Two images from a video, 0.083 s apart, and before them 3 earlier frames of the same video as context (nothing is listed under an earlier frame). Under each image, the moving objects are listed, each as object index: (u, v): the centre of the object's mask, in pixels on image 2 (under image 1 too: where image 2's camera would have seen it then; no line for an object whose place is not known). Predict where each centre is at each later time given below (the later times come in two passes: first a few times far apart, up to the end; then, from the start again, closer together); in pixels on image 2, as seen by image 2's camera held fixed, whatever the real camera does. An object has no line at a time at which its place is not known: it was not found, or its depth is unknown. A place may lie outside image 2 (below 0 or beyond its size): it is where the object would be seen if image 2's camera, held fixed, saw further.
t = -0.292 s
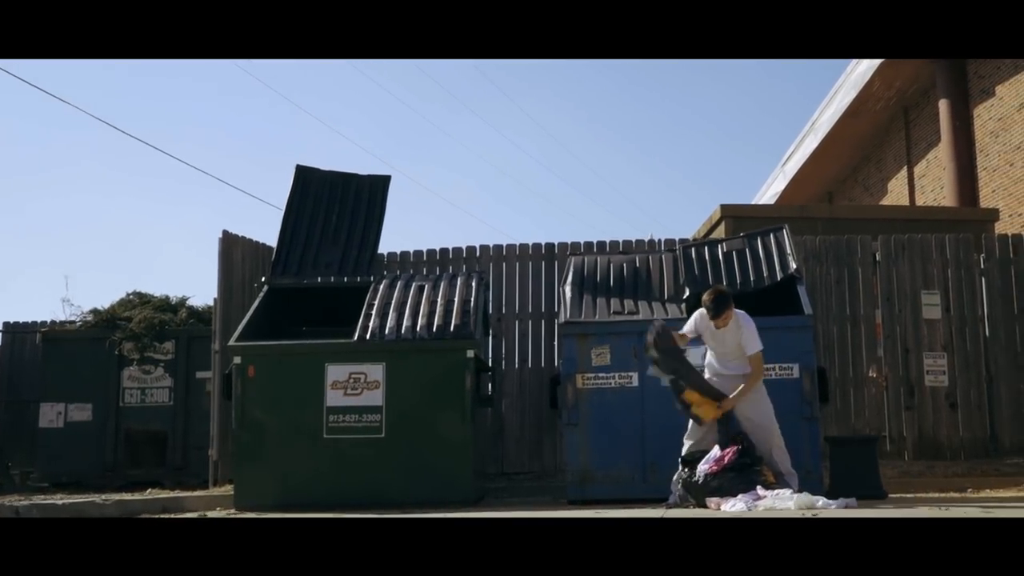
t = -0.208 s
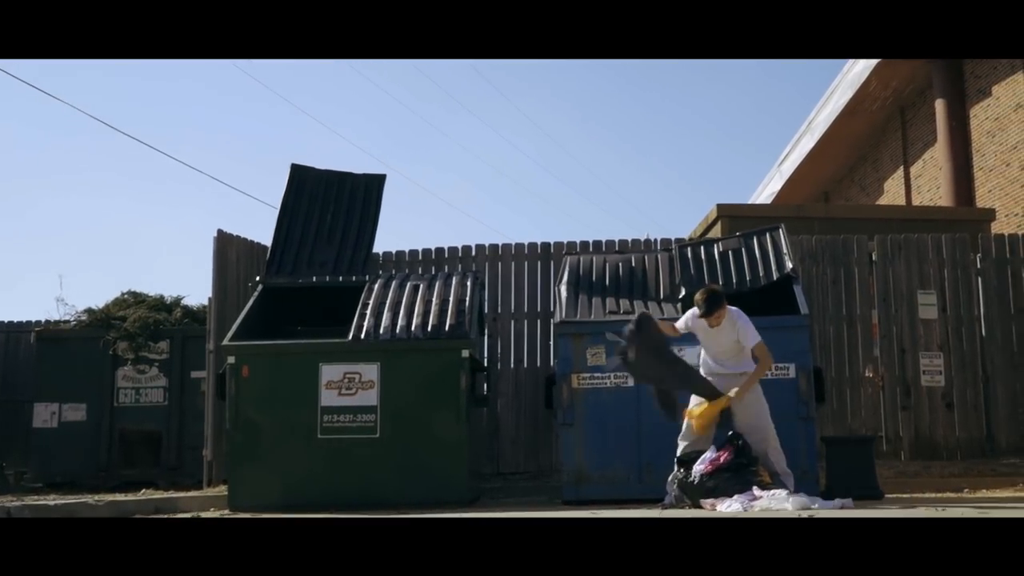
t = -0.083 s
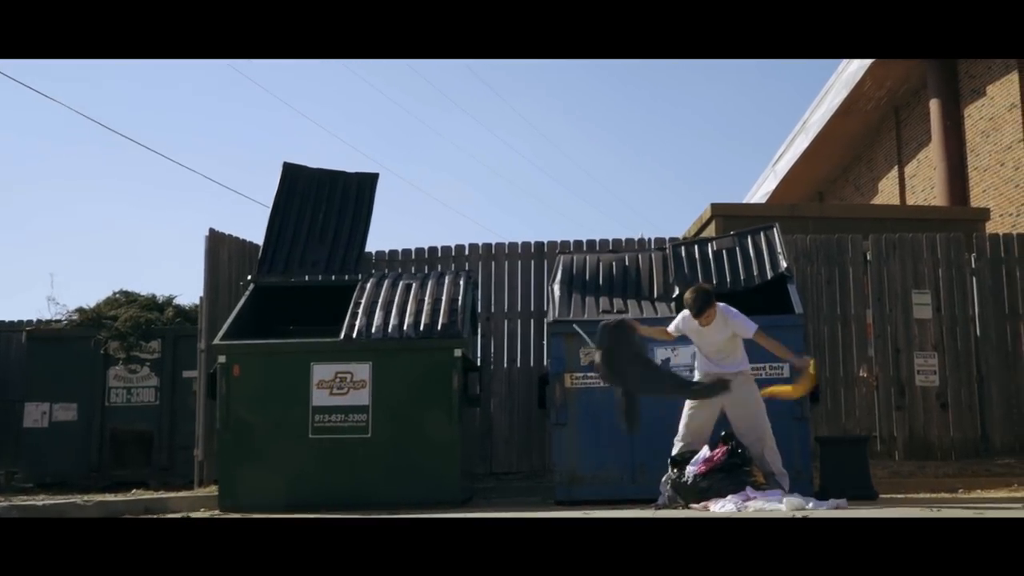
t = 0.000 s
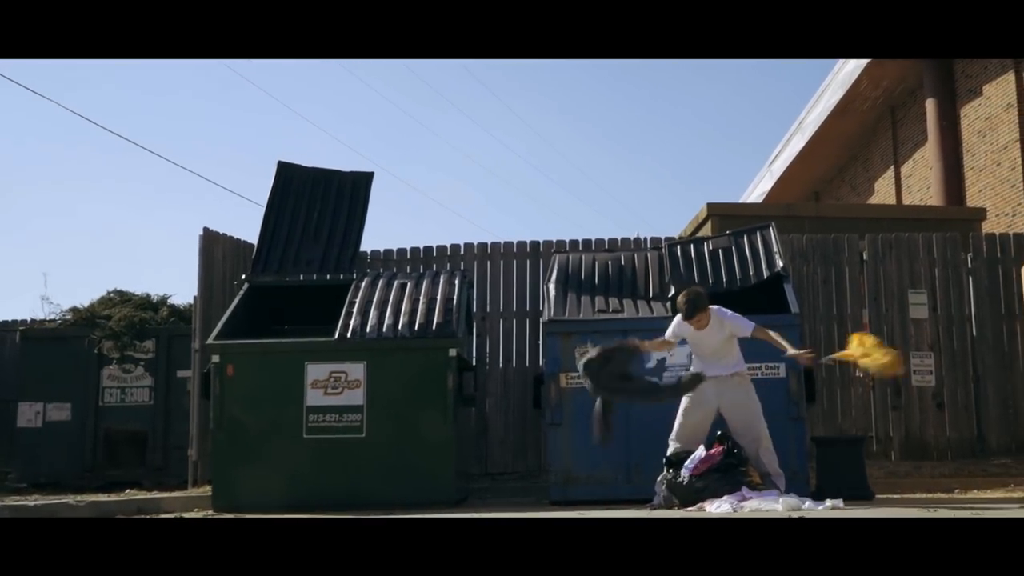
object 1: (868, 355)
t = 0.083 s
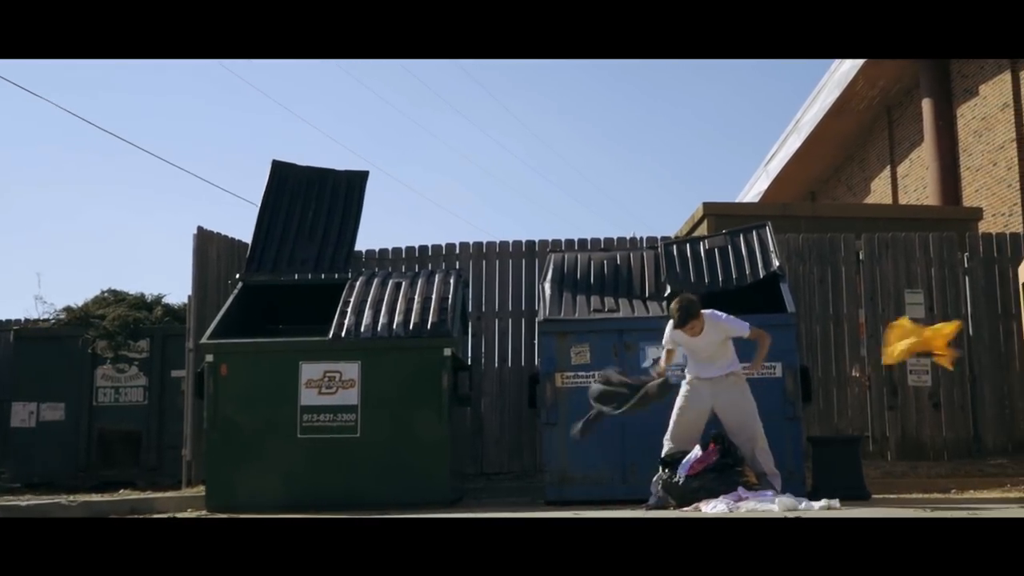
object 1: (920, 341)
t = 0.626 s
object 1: (992, 471)
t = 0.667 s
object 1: (991, 483)
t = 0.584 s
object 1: (993, 456)
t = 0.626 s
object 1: (992, 471)
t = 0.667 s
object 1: (991, 483)
